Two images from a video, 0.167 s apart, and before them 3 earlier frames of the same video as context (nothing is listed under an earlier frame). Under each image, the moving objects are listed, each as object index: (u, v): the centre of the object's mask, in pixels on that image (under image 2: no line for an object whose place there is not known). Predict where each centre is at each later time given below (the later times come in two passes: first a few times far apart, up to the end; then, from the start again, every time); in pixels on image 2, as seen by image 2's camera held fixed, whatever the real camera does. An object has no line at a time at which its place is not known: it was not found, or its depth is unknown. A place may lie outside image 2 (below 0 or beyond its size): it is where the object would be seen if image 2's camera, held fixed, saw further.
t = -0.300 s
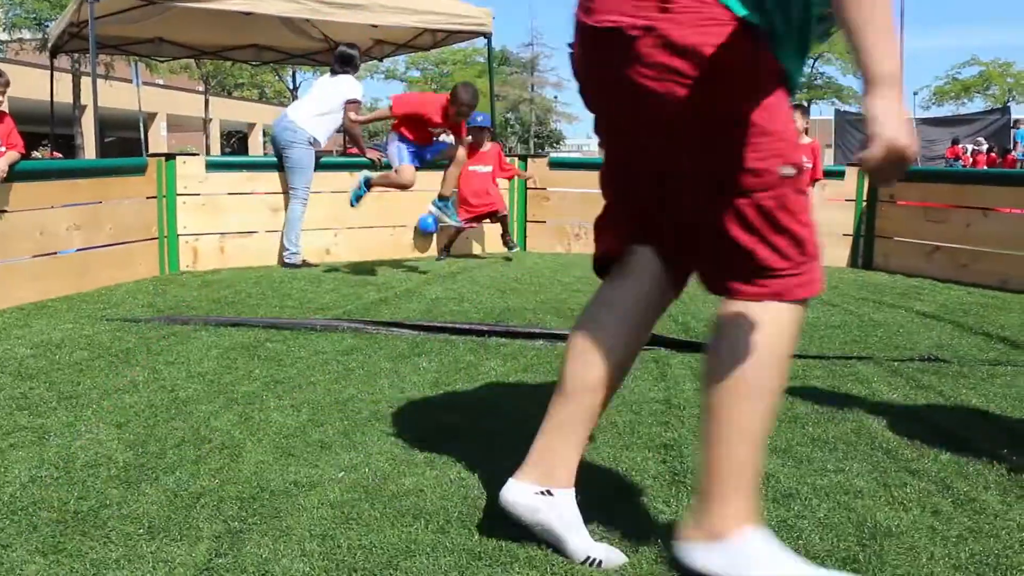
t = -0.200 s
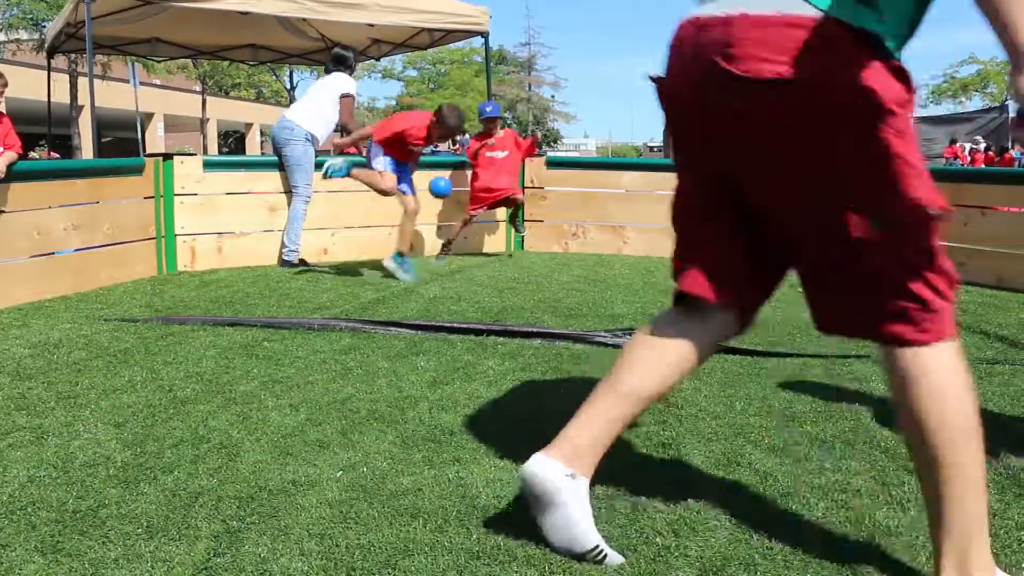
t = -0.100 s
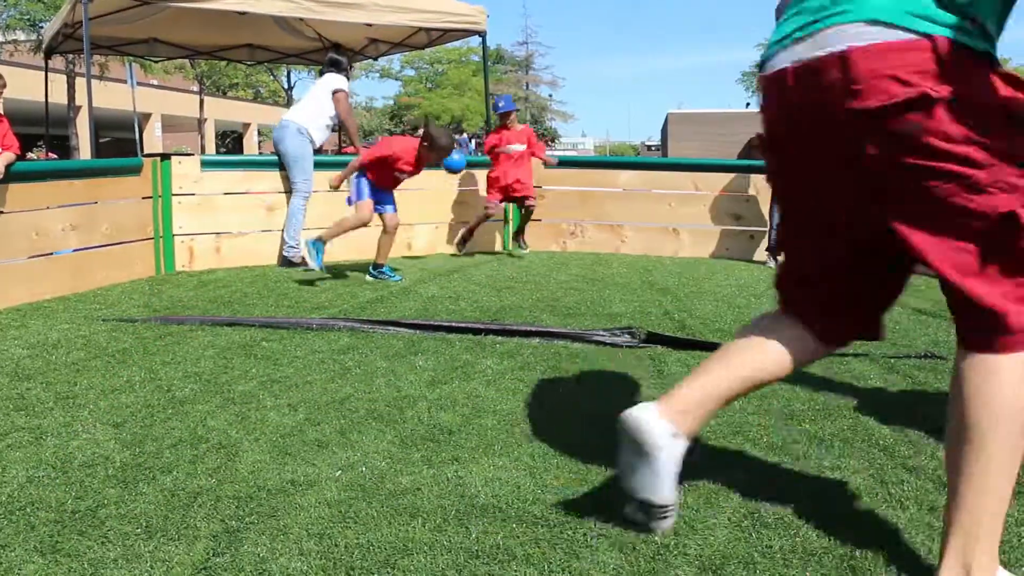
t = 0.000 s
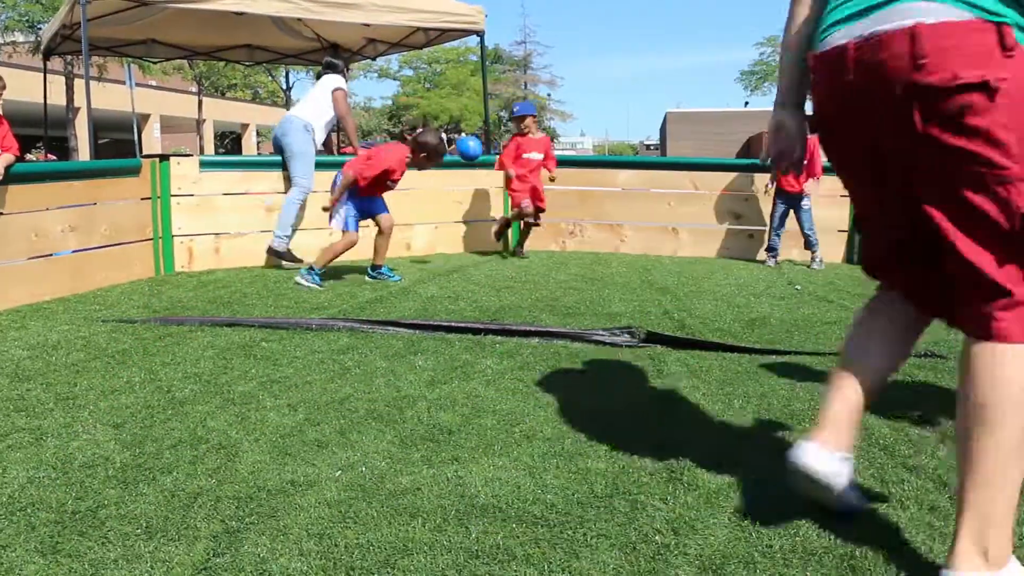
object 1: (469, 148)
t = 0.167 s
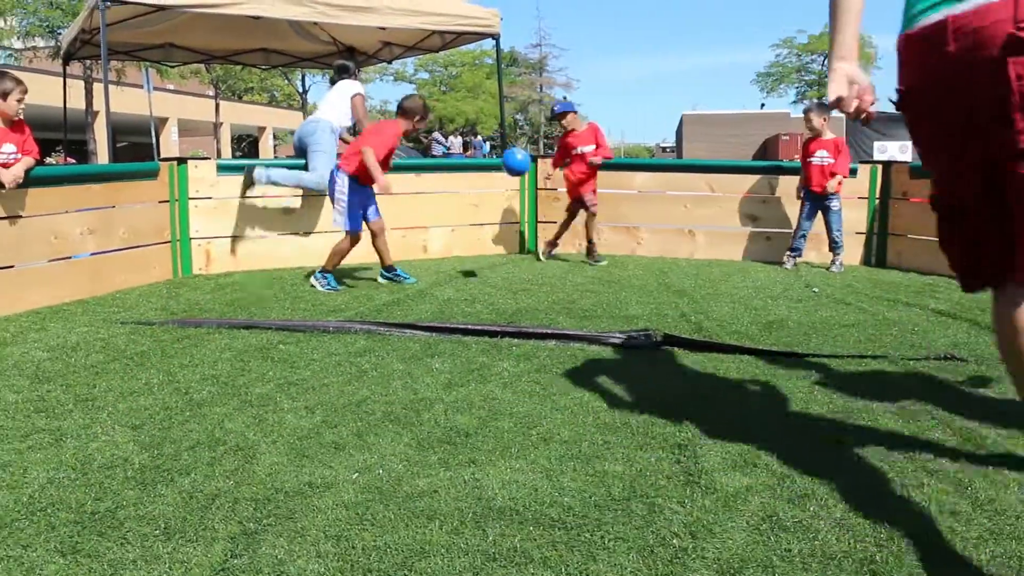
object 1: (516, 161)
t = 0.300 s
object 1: (547, 207)
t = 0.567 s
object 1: (587, 273)
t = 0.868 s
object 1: (589, 310)
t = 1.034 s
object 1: (594, 312)
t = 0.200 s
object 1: (523, 170)
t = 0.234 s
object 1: (531, 179)
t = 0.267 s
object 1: (539, 192)
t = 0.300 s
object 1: (547, 207)
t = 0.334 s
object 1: (555, 224)
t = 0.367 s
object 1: (565, 245)
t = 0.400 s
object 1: (574, 267)
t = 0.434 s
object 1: (583, 295)
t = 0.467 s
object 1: (587, 300)
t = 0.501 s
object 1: (587, 289)
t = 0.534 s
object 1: (587, 280)
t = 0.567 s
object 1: (587, 273)
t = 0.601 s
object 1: (587, 269)
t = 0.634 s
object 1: (587, 267)
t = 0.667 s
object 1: (588, 267)
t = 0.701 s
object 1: (587, 269)
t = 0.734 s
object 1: (588, 274)
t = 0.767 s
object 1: (588, 281)
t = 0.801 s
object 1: (588, 290)
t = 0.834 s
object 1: (588, 302)
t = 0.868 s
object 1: (589, 310)
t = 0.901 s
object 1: (590, 308)
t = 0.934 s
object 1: (591, 306)
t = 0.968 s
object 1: (591, 305)
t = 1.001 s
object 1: (592, 308)
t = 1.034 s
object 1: (594, 312)
